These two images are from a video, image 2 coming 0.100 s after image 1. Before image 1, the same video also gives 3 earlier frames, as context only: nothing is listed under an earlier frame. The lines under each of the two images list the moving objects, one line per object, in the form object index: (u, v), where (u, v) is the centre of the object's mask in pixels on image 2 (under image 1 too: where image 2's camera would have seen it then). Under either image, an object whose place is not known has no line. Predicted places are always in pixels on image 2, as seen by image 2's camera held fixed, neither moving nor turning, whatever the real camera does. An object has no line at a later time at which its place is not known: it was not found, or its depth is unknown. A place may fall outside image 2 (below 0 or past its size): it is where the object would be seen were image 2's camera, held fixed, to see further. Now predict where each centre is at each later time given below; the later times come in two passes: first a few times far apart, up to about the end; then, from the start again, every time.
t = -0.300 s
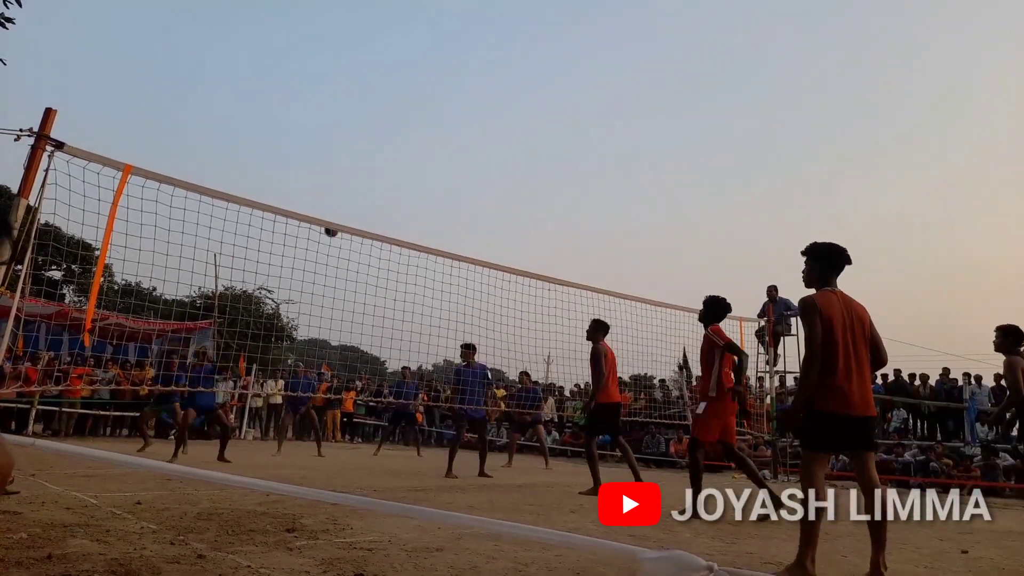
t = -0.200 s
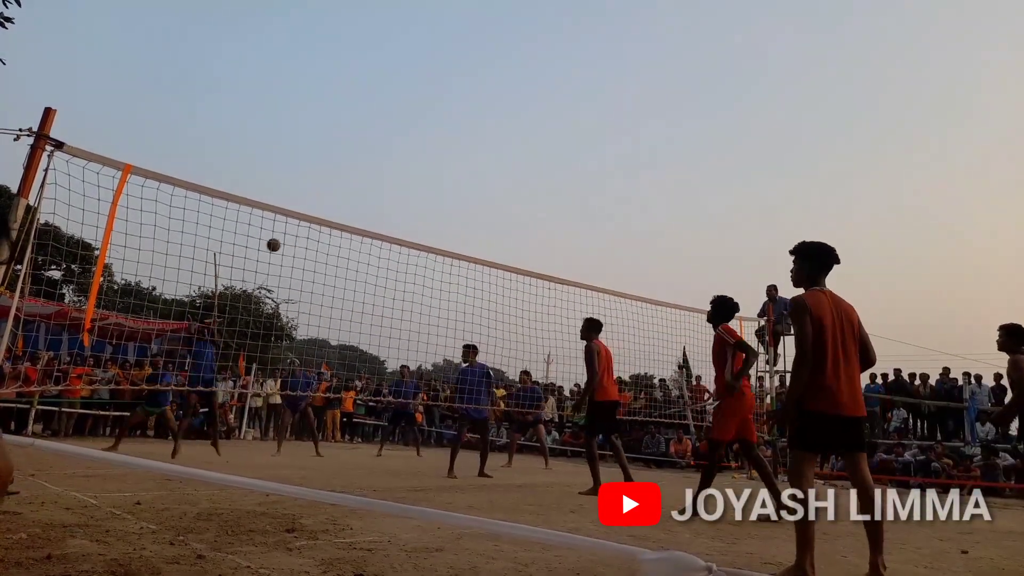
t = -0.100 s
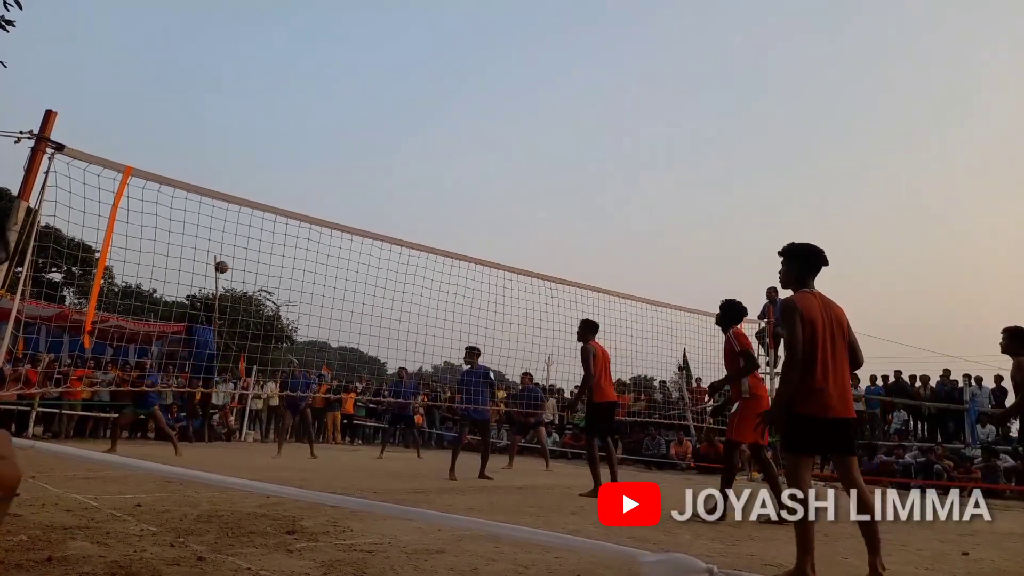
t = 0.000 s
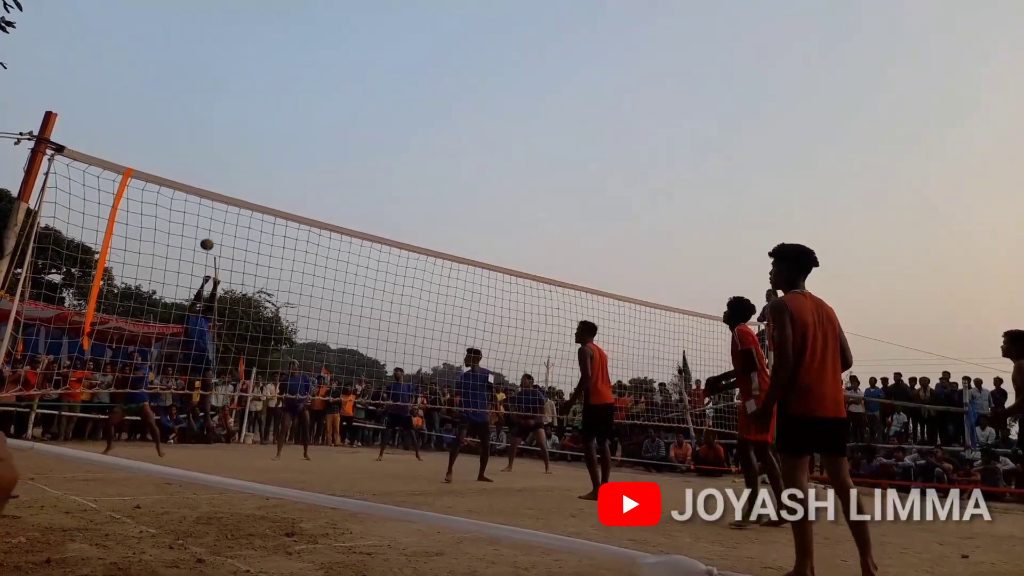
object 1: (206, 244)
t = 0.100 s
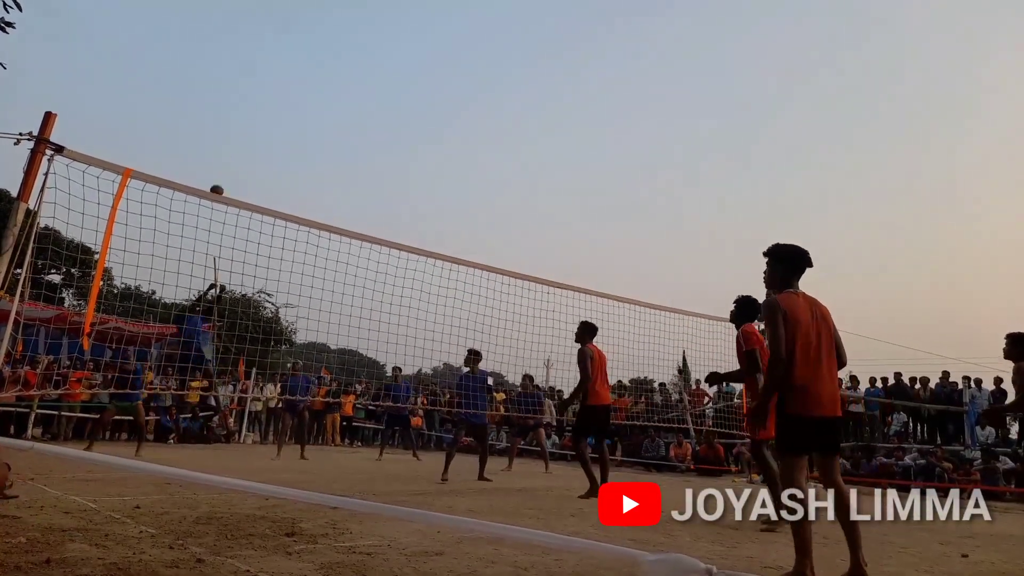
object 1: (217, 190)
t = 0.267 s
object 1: (230, 116)
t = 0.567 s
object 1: (248, 29)
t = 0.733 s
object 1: (255, 5)
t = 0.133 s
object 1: (220, 175)
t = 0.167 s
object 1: (223, 159)
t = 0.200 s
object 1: (225, 144)
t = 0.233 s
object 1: (228, 130)
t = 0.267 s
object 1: (230, 116)
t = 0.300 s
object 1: (233, 104)
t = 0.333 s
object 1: (235, 92)
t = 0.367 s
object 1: (237, 81)
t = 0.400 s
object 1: (239, 70)
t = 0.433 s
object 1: (241, 60)
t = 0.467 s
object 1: (243, 51)
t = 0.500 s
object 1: (245, 43)
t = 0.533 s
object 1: (246, 36)
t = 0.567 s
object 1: (248, 29)
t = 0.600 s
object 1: (249, 22)
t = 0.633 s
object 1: (251, 17)
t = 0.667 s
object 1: (252, 12)
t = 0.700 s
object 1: (254, 8)
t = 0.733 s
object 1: (255, 5)
